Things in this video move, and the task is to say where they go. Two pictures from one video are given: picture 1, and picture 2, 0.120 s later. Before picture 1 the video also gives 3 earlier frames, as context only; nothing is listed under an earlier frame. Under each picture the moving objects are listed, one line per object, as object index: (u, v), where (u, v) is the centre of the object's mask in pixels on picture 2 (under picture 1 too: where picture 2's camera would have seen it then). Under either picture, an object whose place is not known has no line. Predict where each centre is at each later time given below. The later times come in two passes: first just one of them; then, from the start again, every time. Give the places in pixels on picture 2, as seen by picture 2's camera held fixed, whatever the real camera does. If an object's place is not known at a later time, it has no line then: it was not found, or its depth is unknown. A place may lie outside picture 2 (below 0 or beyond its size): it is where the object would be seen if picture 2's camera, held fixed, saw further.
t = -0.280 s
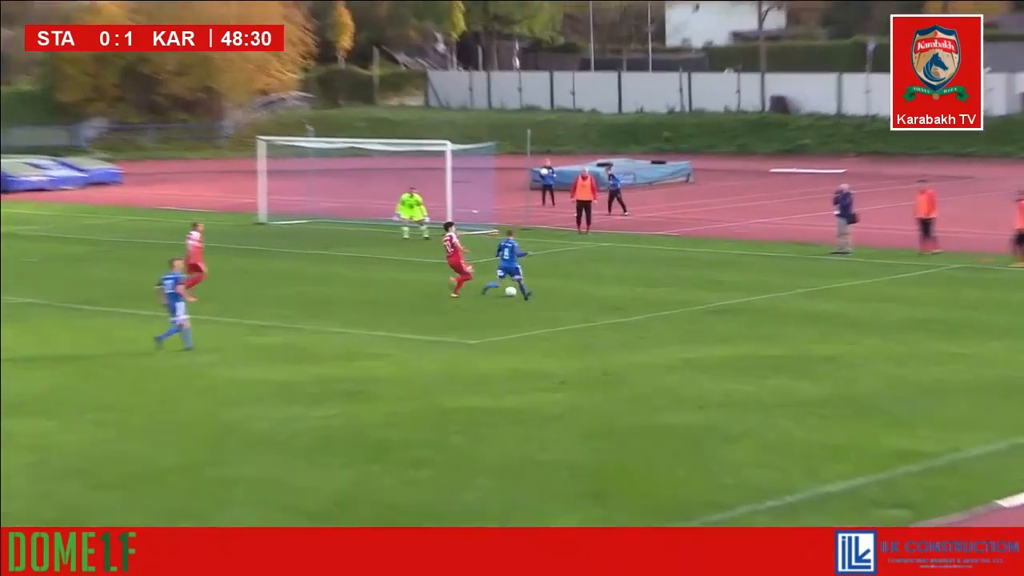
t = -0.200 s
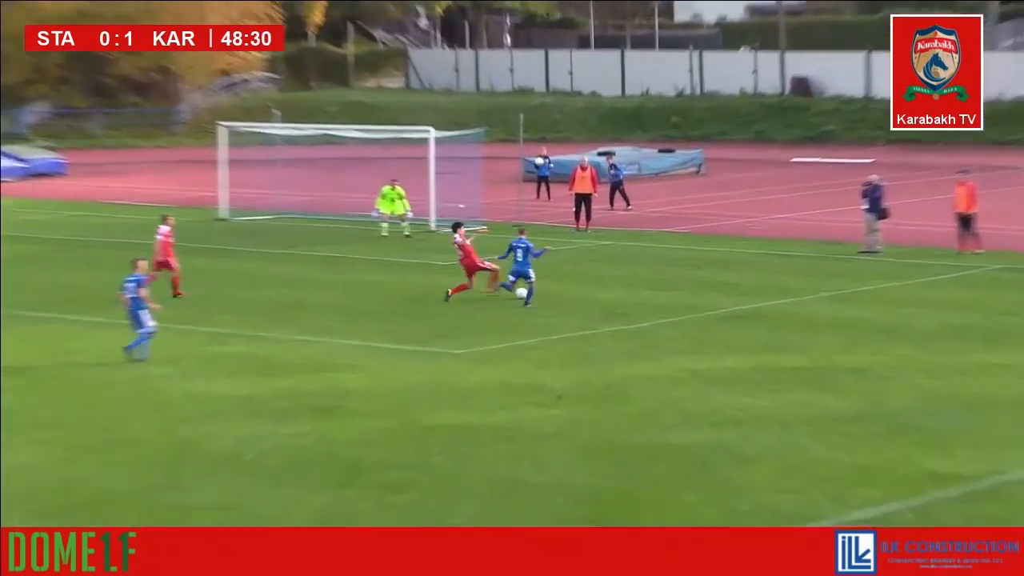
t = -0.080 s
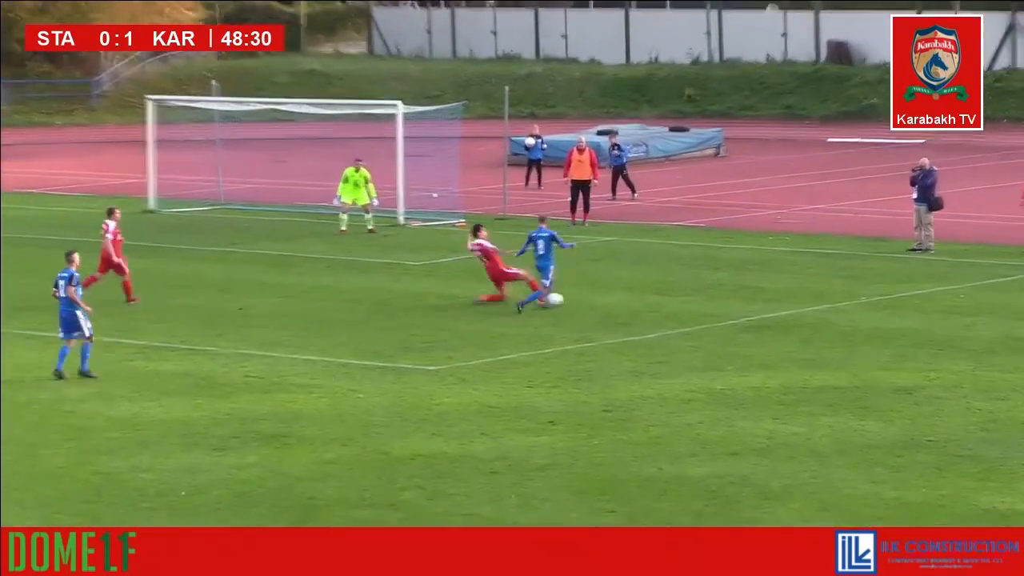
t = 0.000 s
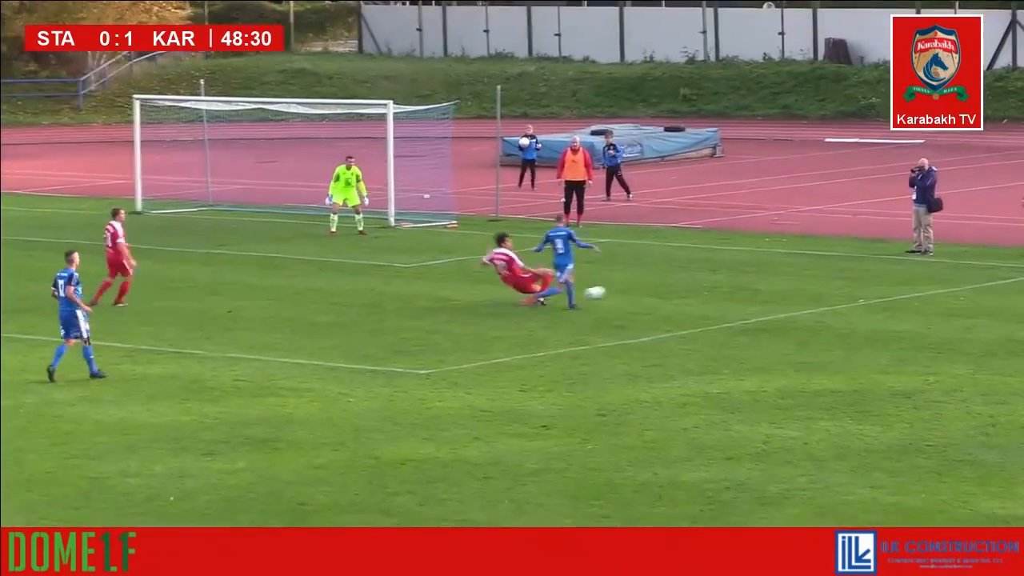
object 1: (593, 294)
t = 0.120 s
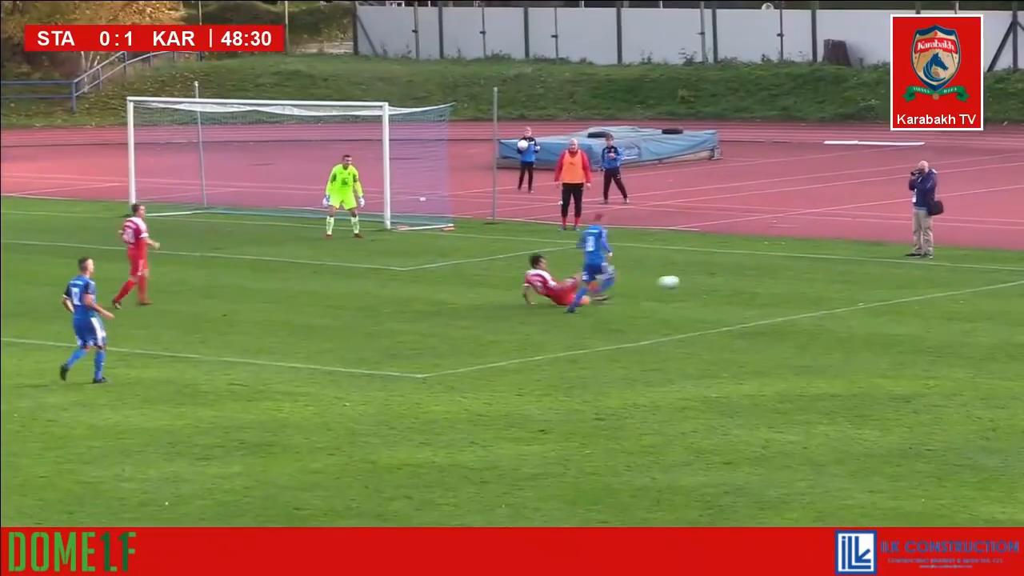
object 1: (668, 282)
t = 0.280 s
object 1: (762, 280)
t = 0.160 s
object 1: (693, 279)
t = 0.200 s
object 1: (717, 278)
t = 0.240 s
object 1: (740, 278)
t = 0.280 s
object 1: (762, 280)
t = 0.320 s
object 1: (782, 284)
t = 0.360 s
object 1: (798, 284)
